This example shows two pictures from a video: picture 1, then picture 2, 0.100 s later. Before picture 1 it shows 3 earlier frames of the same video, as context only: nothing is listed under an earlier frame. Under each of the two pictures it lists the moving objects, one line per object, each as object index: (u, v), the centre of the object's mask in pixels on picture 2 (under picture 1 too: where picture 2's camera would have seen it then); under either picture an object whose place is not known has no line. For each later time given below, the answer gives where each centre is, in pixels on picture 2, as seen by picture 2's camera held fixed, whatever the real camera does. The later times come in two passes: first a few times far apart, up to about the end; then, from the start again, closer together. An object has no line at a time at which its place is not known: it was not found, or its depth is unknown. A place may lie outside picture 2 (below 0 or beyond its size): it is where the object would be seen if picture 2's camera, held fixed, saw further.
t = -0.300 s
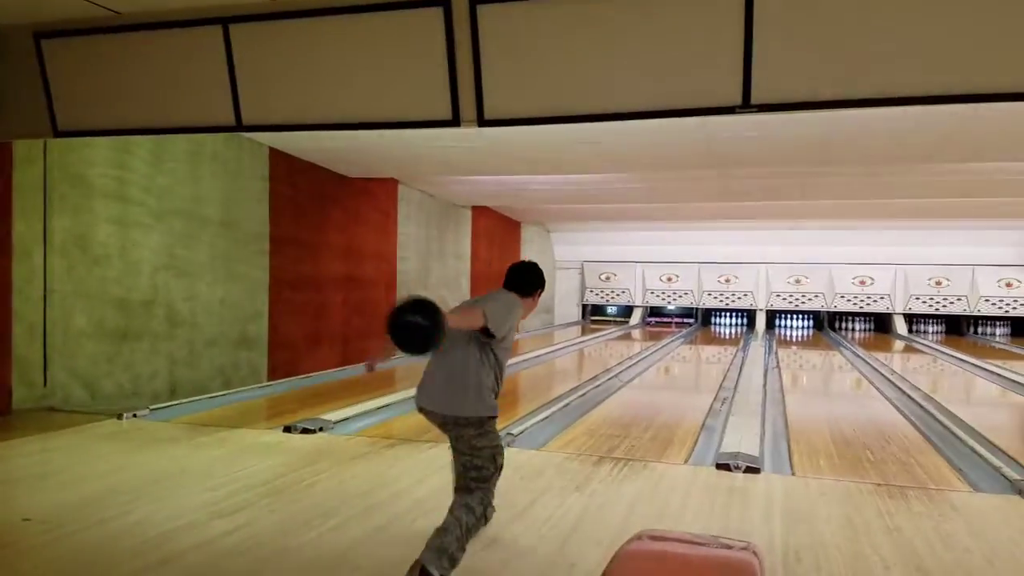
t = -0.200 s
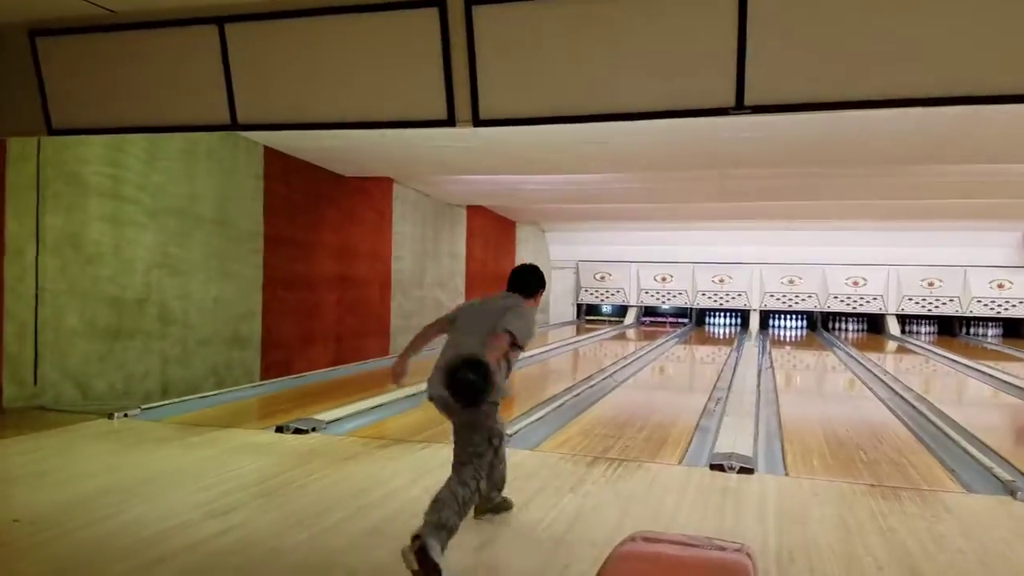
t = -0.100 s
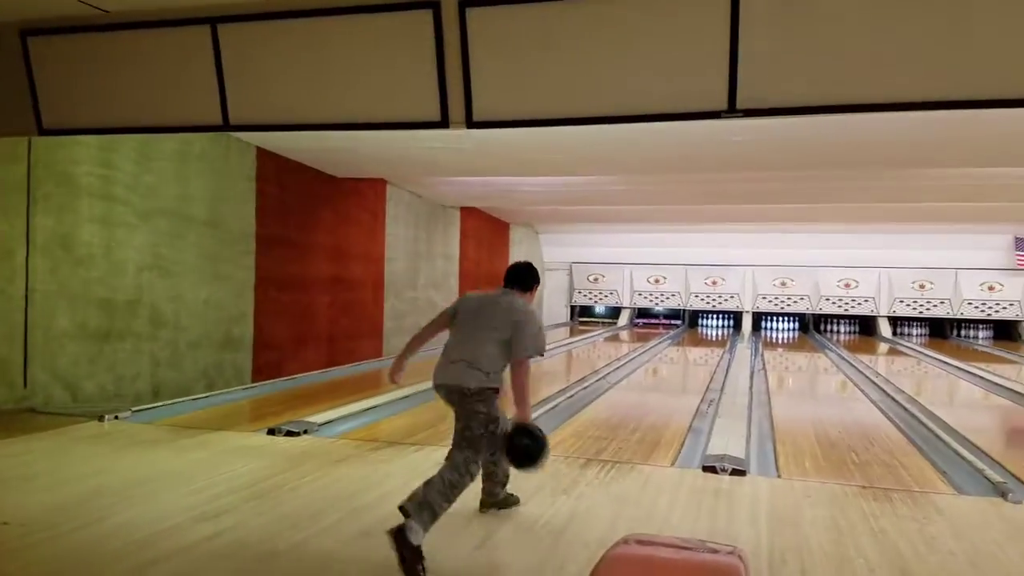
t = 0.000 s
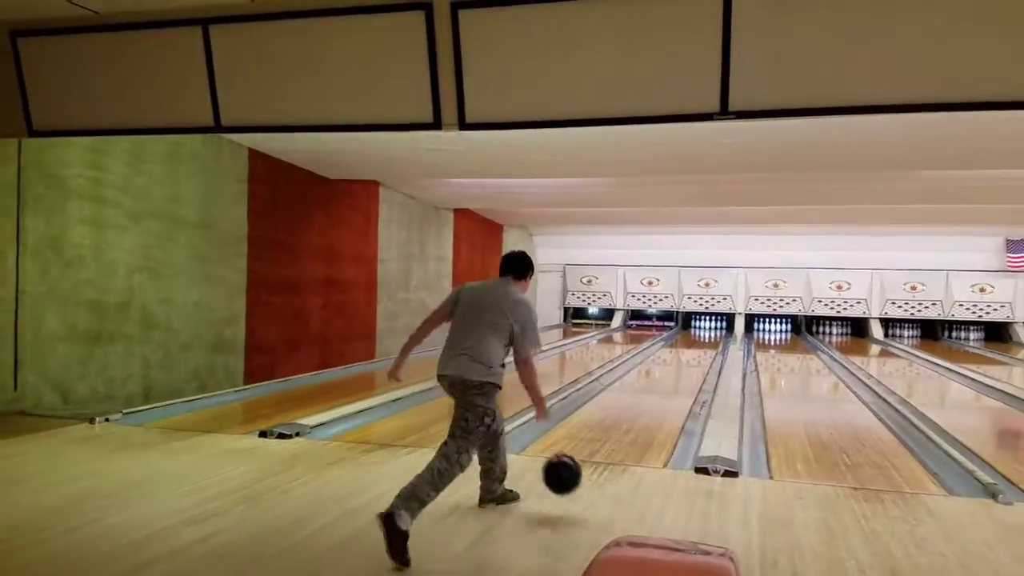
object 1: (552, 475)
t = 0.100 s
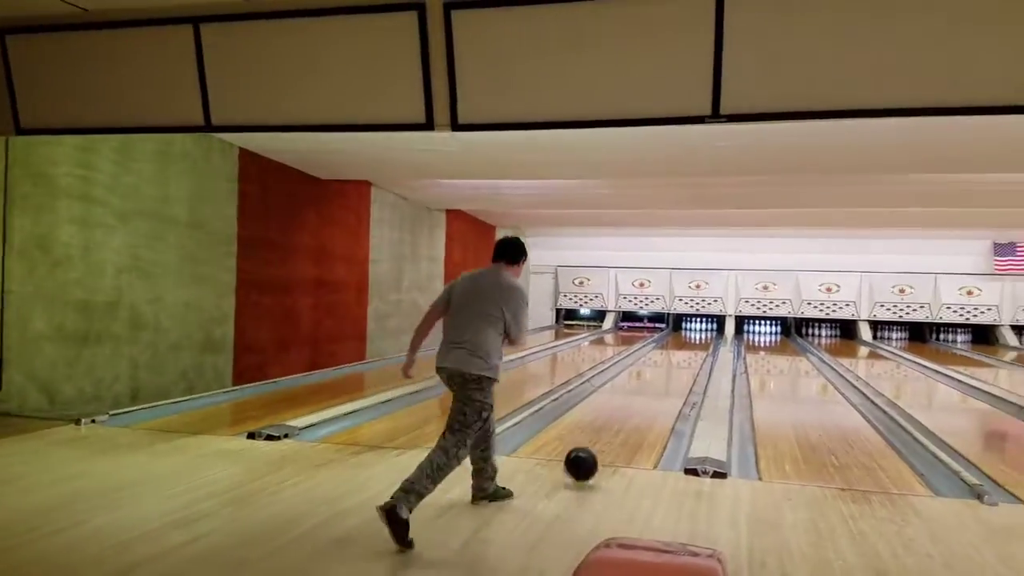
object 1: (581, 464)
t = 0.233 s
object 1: (608, 442)
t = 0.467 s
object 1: (639, 410)
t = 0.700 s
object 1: (660, 388)
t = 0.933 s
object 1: (672, 374)
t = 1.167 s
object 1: (682, 363)
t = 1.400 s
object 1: (689, 355)
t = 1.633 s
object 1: (695, 348)
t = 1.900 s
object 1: (697, 343)
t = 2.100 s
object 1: (697, 339)
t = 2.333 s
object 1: (698, 335)
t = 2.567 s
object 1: (701, 333)
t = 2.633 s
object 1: (703, 332)
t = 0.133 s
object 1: (589, 456)
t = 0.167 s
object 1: (596, 449)
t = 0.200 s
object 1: (602, 445)
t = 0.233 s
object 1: (608, 442)
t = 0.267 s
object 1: (614, 437)
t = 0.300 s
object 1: (619, 432)
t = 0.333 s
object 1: (624, 427)
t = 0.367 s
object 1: (628, 422)
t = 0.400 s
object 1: (632, 418)
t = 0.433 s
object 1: (636, 413)
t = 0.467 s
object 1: (639, 410)
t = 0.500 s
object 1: (642, 406)
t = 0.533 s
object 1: (645, 403)
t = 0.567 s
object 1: (648, 399)
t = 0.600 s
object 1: (651, 396)
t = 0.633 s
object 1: (654, 393)
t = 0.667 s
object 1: (657, 391)
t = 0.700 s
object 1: (660, 388)
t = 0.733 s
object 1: (662, 386)
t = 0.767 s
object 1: (664, 383)
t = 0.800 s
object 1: (666, 381)
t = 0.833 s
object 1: (667, 379)
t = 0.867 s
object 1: (669, 377)
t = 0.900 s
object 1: (670, 376)
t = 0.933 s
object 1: (672, 374)
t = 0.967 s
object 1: (674, 372)
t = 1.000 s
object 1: (676, 371)
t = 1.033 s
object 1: (677, 369)
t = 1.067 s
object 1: (678, 367)
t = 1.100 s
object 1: (679, 366)
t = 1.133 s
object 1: (680, 365)
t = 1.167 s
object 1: (682, 363)
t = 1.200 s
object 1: (683, 362)
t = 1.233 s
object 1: (685, 360)
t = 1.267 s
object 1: (686, 359)
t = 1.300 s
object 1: (686, 358)
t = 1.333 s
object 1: (686, 357)
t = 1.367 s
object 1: (687, 356)
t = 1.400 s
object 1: (689, 355)
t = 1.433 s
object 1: (691, 354)
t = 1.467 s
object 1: (692, 353)
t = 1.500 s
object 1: (692, 352)
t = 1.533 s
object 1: (693, 351)
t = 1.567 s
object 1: (694, 350)
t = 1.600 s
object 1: (694, 350)
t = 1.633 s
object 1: (695, 348)
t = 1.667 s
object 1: (695, 347)
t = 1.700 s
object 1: (695, 347)
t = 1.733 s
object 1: (696, 346)
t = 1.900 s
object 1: (697, 343)
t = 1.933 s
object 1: (697, 342)
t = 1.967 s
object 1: (696, 342)
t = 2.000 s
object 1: (696, 341)
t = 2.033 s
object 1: (696, 340)
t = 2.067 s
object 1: (696, 340)
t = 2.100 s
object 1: (697, 339)
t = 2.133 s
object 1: (697, 339)
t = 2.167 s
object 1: (698, 338)
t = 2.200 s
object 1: (697, 338)
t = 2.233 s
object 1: (698, 337)
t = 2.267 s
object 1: (699, 336)
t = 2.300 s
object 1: (699, 336)
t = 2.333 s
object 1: (698, 335)
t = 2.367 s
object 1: (698, 335)
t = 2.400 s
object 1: (700, 335)
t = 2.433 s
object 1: (700, 335)
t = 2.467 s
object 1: (700, 335)
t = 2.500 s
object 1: (701, 334)
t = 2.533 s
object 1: (701, 334)
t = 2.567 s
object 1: (701, 333)
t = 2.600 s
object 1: (702, 334)
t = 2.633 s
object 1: (703, 332)
